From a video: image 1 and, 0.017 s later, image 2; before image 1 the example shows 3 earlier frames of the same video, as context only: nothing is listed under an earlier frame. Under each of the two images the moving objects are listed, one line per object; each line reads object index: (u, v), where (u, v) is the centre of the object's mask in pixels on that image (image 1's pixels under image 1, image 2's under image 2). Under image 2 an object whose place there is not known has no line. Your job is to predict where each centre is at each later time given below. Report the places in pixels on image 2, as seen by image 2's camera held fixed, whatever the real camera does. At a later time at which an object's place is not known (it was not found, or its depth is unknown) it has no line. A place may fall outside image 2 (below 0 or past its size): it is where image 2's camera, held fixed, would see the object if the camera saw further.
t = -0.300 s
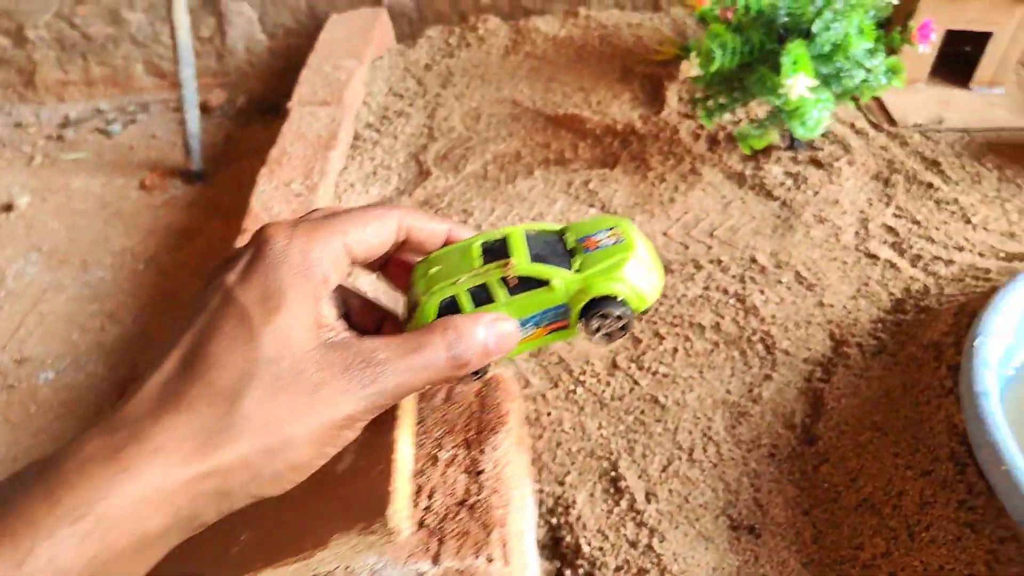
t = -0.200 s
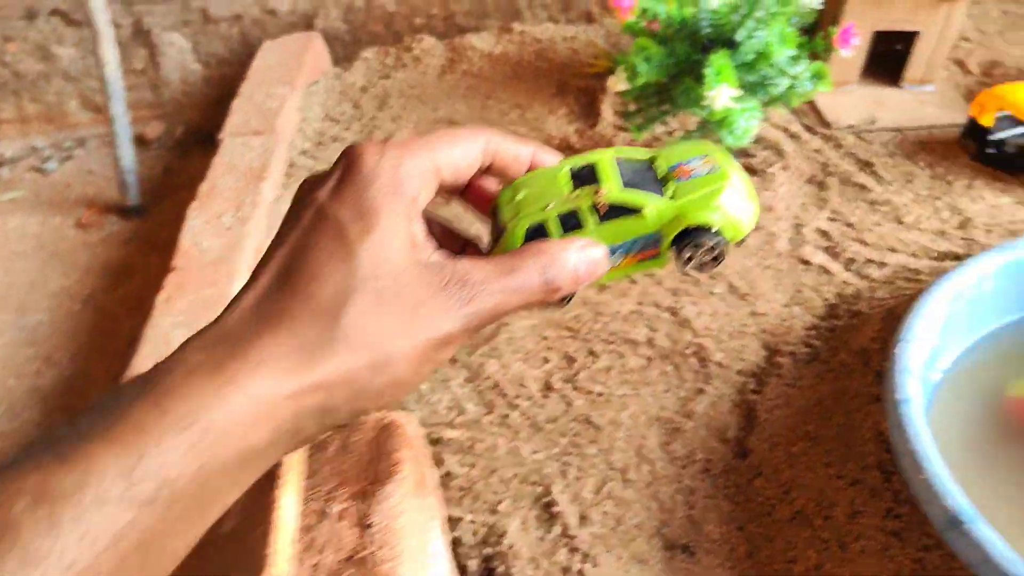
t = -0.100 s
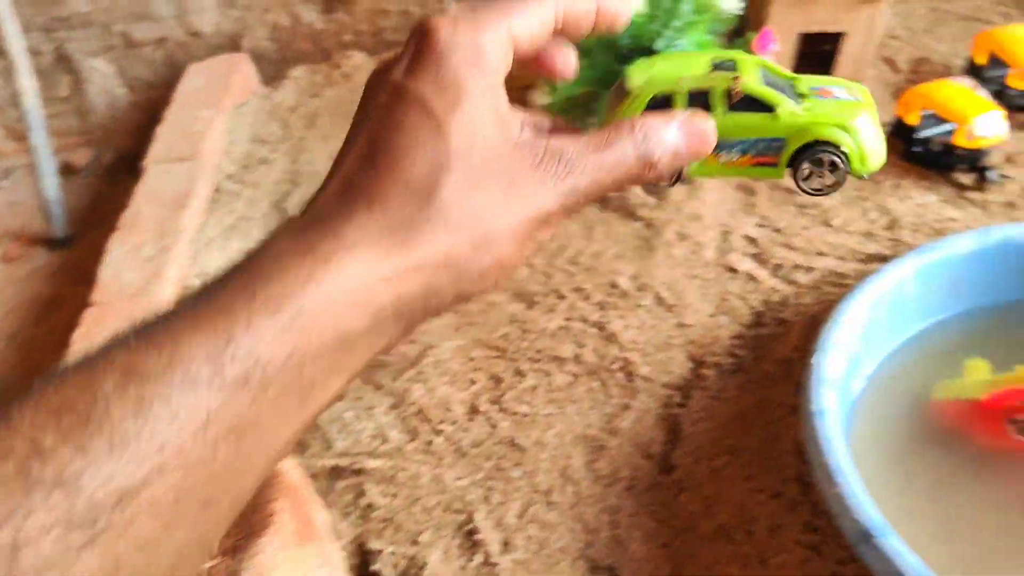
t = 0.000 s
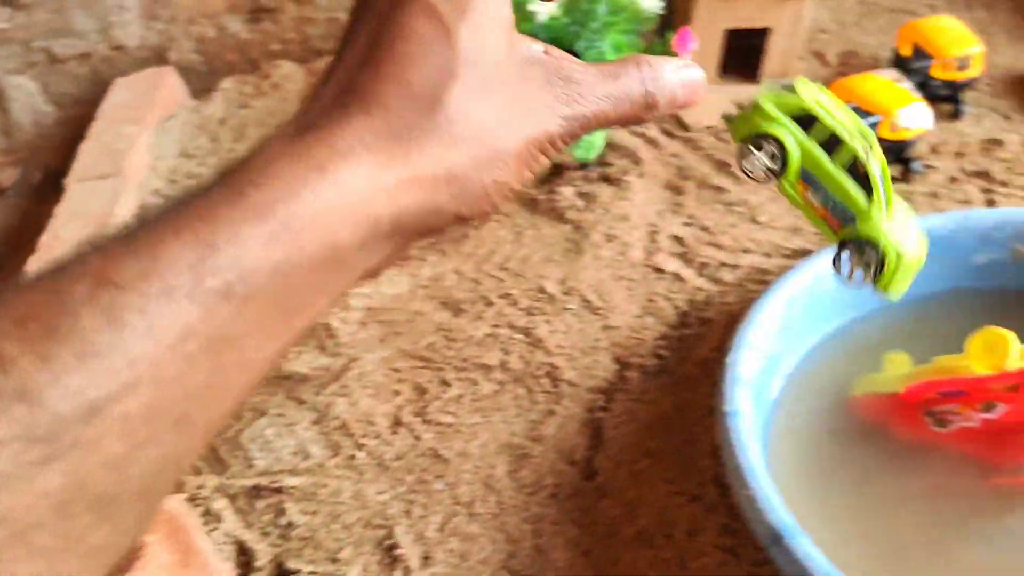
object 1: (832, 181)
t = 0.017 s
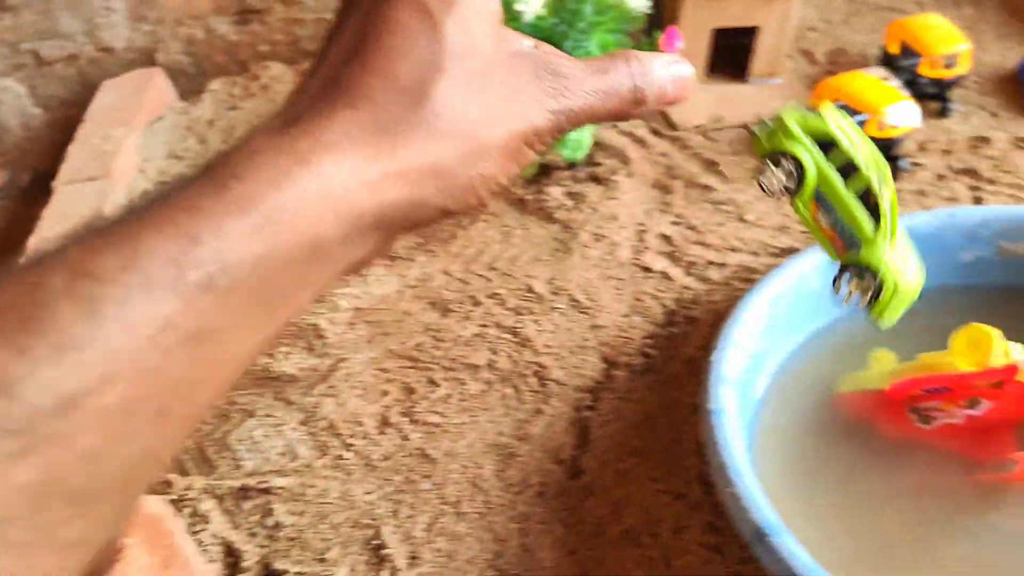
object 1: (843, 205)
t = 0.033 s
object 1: (866, 235)
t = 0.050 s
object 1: (889, 265)
